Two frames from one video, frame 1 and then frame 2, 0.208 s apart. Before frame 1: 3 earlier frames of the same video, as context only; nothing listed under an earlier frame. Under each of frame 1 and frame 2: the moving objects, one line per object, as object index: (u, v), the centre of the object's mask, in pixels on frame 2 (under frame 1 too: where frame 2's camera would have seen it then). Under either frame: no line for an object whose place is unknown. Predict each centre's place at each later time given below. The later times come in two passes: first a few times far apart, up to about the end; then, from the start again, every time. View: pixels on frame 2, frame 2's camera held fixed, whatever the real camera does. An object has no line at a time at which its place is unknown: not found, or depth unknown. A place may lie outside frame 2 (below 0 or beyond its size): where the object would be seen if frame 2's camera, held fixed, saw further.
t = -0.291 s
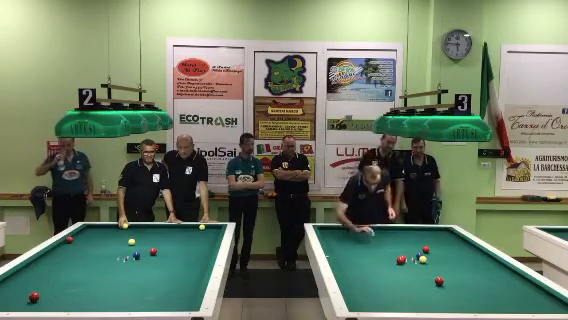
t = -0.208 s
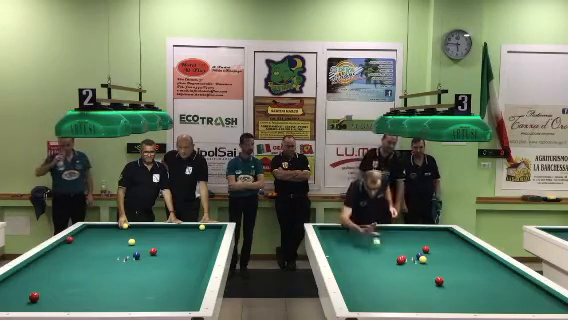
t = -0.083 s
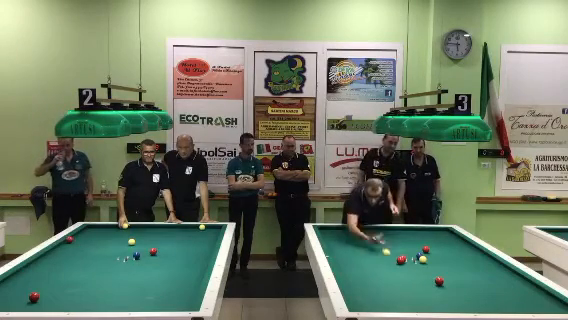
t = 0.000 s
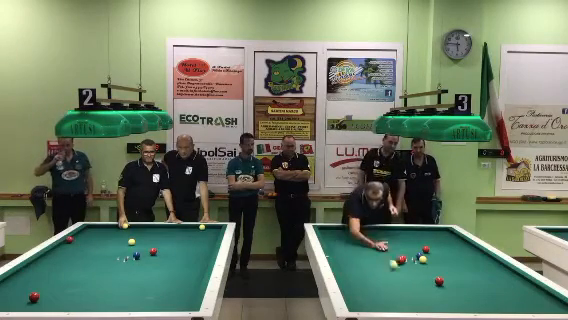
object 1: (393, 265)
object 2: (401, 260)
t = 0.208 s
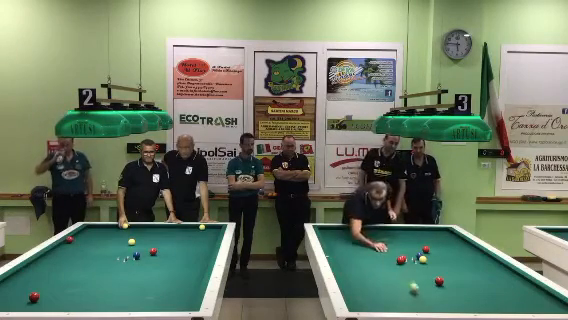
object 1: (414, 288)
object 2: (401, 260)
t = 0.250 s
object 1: (418, 294)
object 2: (401, 260)
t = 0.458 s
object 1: (424, 301)
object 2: (401, 260)
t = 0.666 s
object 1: (408, 281)
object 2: (401, 260)
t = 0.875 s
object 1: (396, 267)
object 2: (401, 259)
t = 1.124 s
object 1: (387, 254)
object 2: (401, 260)
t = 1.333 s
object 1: (379, 245)
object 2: (401, 260)
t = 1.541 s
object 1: (373, 237)
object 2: (401, 260)
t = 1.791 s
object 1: (366, 229)
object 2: (401, 260)
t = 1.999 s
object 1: (368, 231)
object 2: (401, 260)
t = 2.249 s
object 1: (373, 235)
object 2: (401, 260)
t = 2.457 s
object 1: (377, 239)
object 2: (401, 260)
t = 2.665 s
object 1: (381, 244)
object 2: (401, 260)
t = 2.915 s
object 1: (386, 249)
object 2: (401, 260)
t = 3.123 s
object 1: (390, 254)
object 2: (401, 260)
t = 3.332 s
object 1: (394, 259)
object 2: (401, 260)
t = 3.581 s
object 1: (388, 262)
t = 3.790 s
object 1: (383, 264)
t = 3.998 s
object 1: (378, 267)
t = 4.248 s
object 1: (373, 270)
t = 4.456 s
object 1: (368, 272)
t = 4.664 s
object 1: (363, 275)
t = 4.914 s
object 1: (357, 278)
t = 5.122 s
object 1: (352, 281)
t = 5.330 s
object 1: (348, 283)
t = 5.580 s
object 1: (351, 286)
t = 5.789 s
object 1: (356, 289)
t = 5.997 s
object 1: (360, 291)
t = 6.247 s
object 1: (365, 293)
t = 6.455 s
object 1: (370, 296)
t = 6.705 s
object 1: (376, 298)
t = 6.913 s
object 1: (379, 300)
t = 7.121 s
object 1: (384, 302)
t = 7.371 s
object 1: (388, 304)
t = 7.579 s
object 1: (392, 306)
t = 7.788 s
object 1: (396, 307)
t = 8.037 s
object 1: (400, 307)
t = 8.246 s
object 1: (401, 307)
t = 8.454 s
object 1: (401, 307)
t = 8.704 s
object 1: (402, 306)
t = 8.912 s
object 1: (403, 306)
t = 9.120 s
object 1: (404, 305)
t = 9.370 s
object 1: (404, 305)
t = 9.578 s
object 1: (404, 305)
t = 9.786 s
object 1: (405, 305)
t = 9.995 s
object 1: (405, 304)
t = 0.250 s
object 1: (418, 294)
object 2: (401, 260)
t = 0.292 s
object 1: (423, 299)
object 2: (401, 260)
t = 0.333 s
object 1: (428, 305)
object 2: (401, 260)
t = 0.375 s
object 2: (401, 260)
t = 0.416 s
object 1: (428, 305)
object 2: (401, 260)
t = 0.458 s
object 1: (424, 301)
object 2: (401, 260)
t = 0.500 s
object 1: (421, 296)
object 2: (401, 260)
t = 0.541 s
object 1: (418, 292)
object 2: (401, 260)
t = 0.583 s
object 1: (414, 288)
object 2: (401, 260)
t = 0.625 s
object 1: (411, 285)
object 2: (401, 260)
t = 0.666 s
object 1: (408, 281)
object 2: (401, 260)
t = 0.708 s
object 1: (406, 278)
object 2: (401, 260)
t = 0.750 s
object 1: (403, 275)
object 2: (401, 260)
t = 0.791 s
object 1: (401, 272)
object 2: (401, 260)
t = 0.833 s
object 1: (399, 270)
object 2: (401, 260)
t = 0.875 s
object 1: (396, 267)
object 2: (401, 259)
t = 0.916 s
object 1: (394, 264)
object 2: (401, 260)
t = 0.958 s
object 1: (393, 262)
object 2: (401, 260)
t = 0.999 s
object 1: (391, 260)
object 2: (401, 260)
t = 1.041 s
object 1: (389, 258)
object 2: (401, 260)
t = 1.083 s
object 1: (388, 256)
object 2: (401, 260)
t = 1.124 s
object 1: (387, 254)
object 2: (401, 260)
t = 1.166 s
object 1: (385, 252)
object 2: (401, 260)
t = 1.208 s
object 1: (383, 251)
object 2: (401, 260)
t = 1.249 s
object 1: (382, 248)
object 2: (401, 260)
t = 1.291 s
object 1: (380, 247)
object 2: (401, 260)
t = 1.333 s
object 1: (379, 245)
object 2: (401, 260)
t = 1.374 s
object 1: (378, 244)
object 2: (401, 260)
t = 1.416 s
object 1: (377, 242)
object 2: (401, 260)
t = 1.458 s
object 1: (375, 240)
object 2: (401, 260)
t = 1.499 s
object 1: (374, 239)
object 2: (401, 260)
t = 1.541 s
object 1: (373, 237)
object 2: (401, 260)
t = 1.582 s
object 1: (372, 236)
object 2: (401, 260)
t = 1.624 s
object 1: (371, 235)
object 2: (401, 260)
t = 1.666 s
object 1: (370, 233)
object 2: (401, 260)
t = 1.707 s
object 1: (369, 232)
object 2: (401, 260)
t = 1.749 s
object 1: (368, 231)
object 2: (401, 260)
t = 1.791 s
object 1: (366, 229)
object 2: (401, 260)
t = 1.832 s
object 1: (366, 228)
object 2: (401, 260)
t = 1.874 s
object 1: (365, 228)
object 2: (401, 260)
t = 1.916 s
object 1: (366, 229)
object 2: (401, 260)
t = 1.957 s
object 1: (367, 230)
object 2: (401, 260)
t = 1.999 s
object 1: (368, 231)
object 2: (401, 260)
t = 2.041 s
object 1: (369, 232)
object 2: (401, 260)
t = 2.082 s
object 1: (370, 233)
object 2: (401, 260)
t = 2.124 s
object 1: (371, 233)
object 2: (401, 260)
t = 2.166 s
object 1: (372, 234)
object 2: (401, 260)
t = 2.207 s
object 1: (372, 235)
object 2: (401, 260)
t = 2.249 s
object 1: (373, 235)
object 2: (401, 260)
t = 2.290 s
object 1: (374, 236)
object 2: (401, 260)
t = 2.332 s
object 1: (374, 237)
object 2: (401, 260)
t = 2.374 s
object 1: (375, 238)
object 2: (401, 260)
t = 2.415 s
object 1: (376, 239)
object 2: (401, 260)
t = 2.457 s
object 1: (377, 239)
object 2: (401, 260)
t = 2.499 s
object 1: (378, 241)
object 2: (401, 260)
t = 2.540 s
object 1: (378, 242)
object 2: (401, 260)
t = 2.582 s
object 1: (379, 242)
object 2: (401, 260)
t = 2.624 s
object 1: (380, 243)
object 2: (401, 260)
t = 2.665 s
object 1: (381, 244)
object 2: (401, 260)
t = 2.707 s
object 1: (381, 245)
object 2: (401, 260)
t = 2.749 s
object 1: (382, 246)
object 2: (401, 260)
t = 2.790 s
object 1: (383, 247)
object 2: (401, 260)
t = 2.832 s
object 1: (384, 248)
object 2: (401, 260)
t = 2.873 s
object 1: (385, 249)
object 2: (401, 260)
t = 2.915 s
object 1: (386, 249)
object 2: (401, 260)
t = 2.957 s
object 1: (387, 250)
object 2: (401, 260)
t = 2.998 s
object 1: (388, 251)
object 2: (401, 260)
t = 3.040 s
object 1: (388, 252)
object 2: (401, 260)
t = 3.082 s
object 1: (390, 253)
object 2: (401, 260)
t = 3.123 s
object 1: (390, 254)
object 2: (401, 260)
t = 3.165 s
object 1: (391, 255)
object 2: (401, 260)
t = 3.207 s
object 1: (392, 256)
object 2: (401, 260)
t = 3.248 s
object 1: (393, 257)
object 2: (401, 260)
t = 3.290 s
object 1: (394, 258)
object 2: (401, 260)
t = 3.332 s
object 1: (394, 259)
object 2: (401, 260)
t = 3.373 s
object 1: (392, 259)
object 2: (403, 261)
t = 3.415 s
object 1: (391, 260)
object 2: (405, 262)
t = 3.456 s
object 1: (390, 260)
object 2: (408, 263)
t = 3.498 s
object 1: (390, 261)
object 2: (410, 263)
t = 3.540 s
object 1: (388, 261)
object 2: (411, 263)
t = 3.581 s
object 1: (388, 262)
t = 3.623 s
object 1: (387, 262)
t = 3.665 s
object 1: (386, 263)
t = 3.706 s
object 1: (385, 263)
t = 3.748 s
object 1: (384, 264)
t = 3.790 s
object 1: (383, 264)
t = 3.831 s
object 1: (382, 264)
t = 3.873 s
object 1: (381, 265)
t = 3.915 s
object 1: (380, 266)
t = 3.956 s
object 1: (379, 266)
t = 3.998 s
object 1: (378, 267)
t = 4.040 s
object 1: (377, 267)
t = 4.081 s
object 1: (376, 268)
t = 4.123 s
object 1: (375, 268)
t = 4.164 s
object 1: (375, 269)
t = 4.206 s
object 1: (373, 269)
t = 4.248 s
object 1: (373, 270)
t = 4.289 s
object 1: (372, 270)
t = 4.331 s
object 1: (371, 271)
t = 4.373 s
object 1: (370, 271)
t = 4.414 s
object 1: (369, 272)
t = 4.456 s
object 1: (368, 272)
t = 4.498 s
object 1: (367, 273)
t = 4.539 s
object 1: (366, 273)
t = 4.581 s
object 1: (365, 274)
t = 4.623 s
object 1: (364, 274)
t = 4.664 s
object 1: (363, 275)
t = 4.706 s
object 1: (362, 275)
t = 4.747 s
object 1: (361, 276)
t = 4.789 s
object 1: (360, 277)
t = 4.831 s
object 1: (359, 277)
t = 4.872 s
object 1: (358, 278)
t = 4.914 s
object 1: (357, 278)
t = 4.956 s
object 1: (356, 279)
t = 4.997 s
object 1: (355, 279)
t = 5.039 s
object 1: (354, 280)
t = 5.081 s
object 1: (353, 280)
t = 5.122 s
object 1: (352, 281)
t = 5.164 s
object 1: (351, 281)
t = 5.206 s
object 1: (350, 282)
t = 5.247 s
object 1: (349, 282)
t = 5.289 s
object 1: (348, 282)
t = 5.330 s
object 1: (348, 283)
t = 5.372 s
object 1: (348, 283)
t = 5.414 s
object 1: (349, 284)
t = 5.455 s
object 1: (350, 285)
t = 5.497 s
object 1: (350, 285)
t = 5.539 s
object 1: (351, 286)
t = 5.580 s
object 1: (351, 286)
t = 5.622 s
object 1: (352, 286)
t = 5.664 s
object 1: (353, 287)
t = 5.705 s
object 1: (354, 288)
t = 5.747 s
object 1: (355, 288)
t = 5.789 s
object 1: (356, 289)
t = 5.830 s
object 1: (357, 289)
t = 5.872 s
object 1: (358, 289)
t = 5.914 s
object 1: (359, 290)
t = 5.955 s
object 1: (359, 291)
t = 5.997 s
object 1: (360, 291)
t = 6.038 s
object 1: (361, 291)
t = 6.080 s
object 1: (362, 292)
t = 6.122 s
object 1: (363, 292)
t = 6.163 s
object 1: (364, 293)
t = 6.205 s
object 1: (365, 293)
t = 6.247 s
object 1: (365, 293)
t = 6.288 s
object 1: (366, 294)
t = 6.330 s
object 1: (367, 294)
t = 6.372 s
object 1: (368, 295)
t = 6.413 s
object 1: (369, 295)
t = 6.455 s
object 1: (370, 296)
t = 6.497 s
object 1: (371, 296)
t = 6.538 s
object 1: (372, 297)
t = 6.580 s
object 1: (372, 297)
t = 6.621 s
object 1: (373, 297)
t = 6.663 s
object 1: (374, 298)
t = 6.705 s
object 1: (376, 298)
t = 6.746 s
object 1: (376, 299)
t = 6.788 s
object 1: (377, 299)
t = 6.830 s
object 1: (378, 300)
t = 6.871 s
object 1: (379, 300)
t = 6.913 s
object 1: (379, 300)
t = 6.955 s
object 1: (380, 300)
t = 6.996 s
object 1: (381, 301)
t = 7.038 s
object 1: (382, 302)
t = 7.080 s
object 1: (383, 302)
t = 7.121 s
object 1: (384, 302)
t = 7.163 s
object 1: (384, 303)
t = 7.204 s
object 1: (385, 303)
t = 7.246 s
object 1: (386, 303)
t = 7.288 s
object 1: (386, 304)
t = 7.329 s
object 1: (387, 304)
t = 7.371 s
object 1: (388, 304)
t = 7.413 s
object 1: (389, 304)
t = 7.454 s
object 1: (389, 304)
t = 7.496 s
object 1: (391, 305)
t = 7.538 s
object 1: (391, 305)
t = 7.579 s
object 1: (392, 306)
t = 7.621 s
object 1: (393, 306)
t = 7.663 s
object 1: (394, 306)
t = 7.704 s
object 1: (395, 306)
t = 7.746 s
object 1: (395, 307)
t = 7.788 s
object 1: (396, 307)
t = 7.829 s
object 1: (396, 307)
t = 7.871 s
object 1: (398, 307)
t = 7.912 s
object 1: (398, 308)
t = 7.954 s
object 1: (398, 308)
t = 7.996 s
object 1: (399, 308)
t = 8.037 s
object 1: (400, 307)
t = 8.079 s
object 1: (400, 307)
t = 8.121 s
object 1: (400, 307)
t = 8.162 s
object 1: (400, 307)
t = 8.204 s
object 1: (400, 307)
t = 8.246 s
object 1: (401, 307)
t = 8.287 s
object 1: (401, 307)
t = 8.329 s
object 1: (401, 307)
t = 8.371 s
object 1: (401, 307)
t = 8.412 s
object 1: (401, 307)
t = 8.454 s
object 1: (401, 307)
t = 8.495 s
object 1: (402, 307)
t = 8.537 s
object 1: (402, 307)
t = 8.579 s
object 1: (402, 307)
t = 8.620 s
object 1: (402, 307)
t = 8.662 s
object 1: (402, 307)
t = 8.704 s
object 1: (402, 306)
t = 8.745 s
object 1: (403, 306)
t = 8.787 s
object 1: (403, 306)
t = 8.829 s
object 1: (403, 306)
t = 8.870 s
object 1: (403, 306)
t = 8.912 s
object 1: (403, 306)
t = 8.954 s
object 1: (403, 306)
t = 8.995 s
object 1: (403, 305)
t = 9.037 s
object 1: (403, 305)
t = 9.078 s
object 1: (403, 305)
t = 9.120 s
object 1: (404, 305)
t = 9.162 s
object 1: (404, 305)
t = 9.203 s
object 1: (404, 305)
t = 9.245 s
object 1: (404, 305)
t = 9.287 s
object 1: (404, 305)
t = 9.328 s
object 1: (404, 305)
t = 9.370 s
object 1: (404, 305)
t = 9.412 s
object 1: (404, 305)
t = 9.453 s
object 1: (404, 305)
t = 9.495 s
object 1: (405, 305)
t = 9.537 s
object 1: (404, 305)
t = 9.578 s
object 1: (404, 305)
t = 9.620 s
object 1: (405, 305)
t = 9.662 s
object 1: (405, 305)
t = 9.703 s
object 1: (405, 305)
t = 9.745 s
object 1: (405, 304)
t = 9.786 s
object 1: (405, 305)
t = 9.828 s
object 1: (405, 304)
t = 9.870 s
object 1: (405, 304)
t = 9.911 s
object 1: (405, 304)
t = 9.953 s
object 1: (405, 304)
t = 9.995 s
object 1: (405, 304)
